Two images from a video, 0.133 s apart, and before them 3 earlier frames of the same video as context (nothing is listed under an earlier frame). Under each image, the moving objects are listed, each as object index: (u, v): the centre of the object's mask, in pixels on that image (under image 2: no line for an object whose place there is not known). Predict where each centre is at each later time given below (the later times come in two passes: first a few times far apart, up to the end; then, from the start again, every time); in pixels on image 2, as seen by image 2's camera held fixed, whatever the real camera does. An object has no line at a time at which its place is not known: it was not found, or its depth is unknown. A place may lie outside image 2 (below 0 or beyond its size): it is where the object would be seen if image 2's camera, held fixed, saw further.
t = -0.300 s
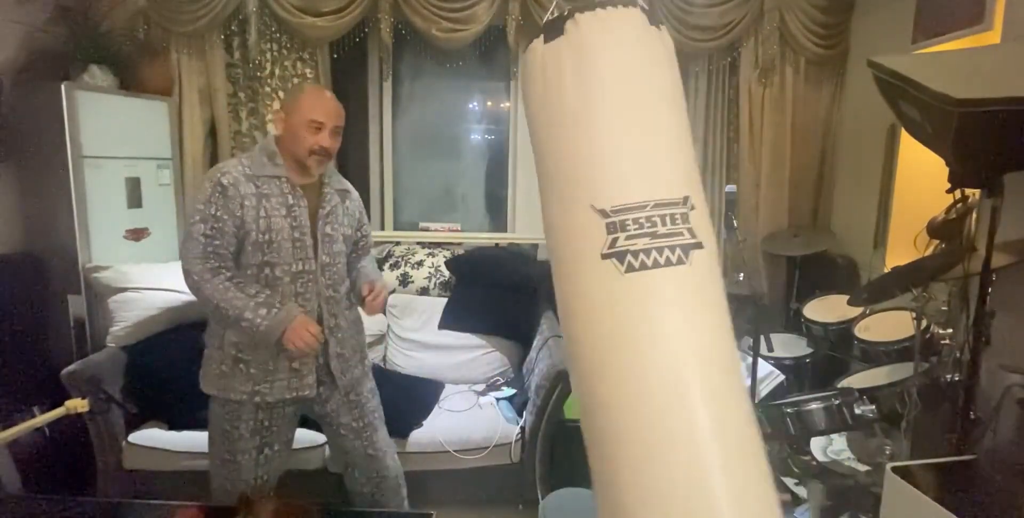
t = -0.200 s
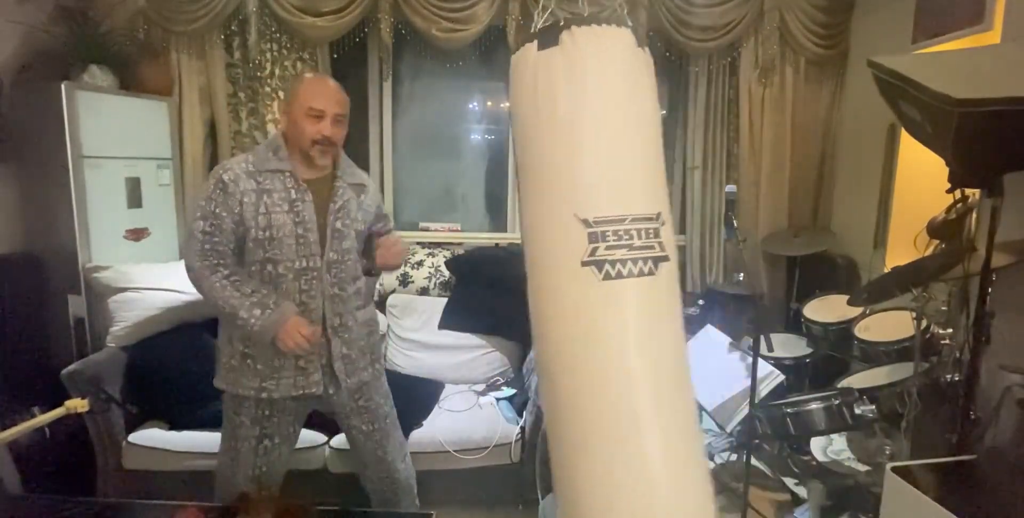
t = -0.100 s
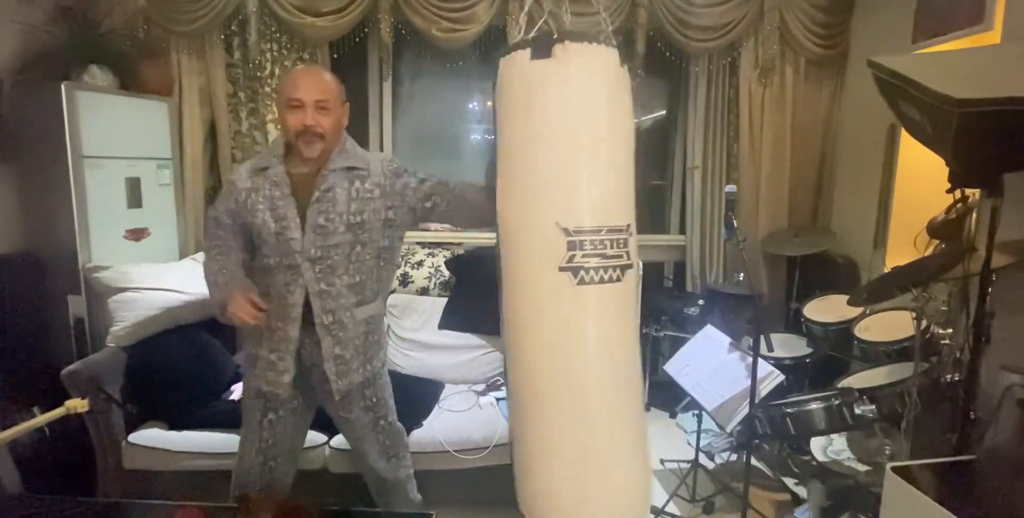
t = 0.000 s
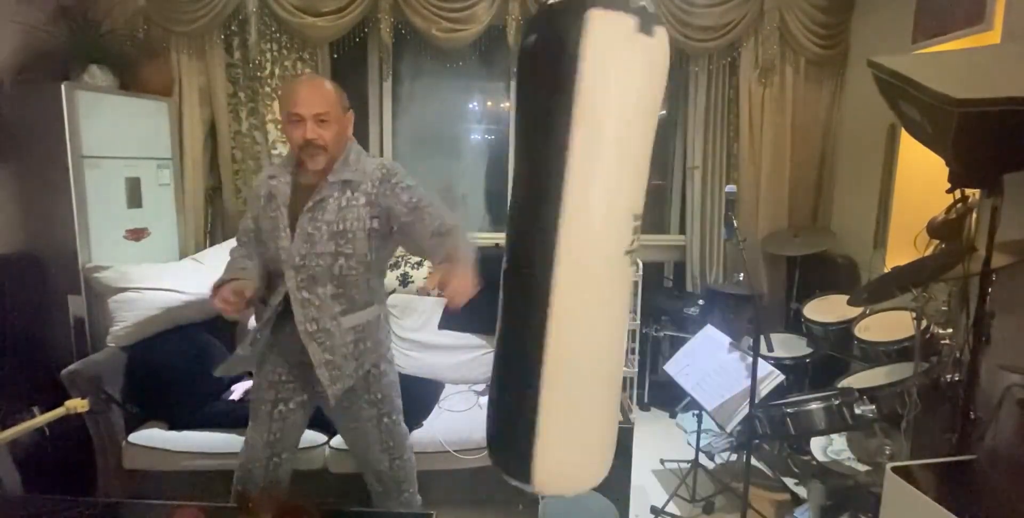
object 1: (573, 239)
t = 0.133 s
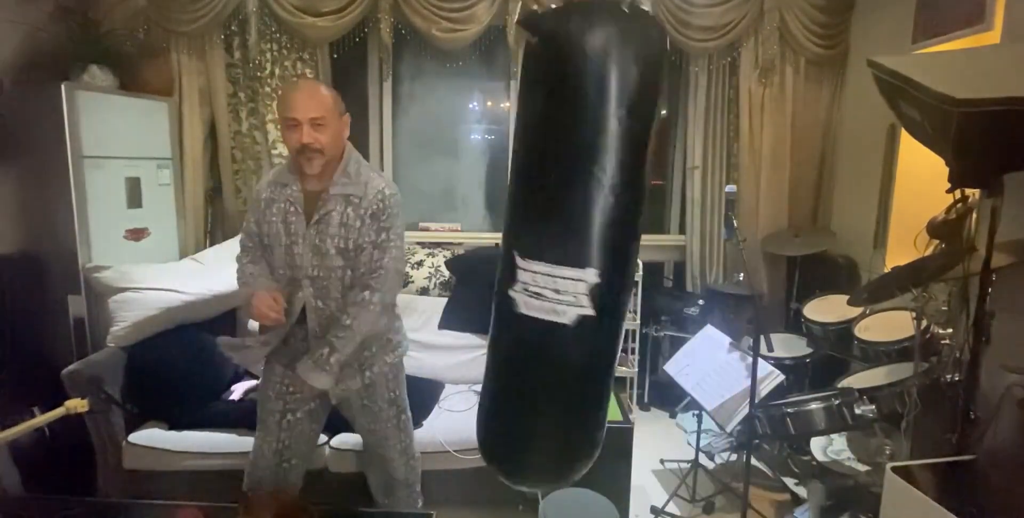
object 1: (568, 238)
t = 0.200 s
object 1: (565, 268)
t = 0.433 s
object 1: (554, 260)
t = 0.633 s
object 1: (546, 250)
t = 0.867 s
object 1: (532, 253)
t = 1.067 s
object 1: (530, 247)
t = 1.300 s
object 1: (526, 248)
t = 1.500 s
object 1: (529, 267)
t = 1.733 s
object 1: (546, 277)
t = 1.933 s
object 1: (558, 277)
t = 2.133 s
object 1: (564, 278)
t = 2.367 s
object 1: (567, 282)
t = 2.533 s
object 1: (564, 281)
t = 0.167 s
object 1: (567, 252)
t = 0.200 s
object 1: (565, 268)
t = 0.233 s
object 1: (560, 282)
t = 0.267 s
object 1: (558, 285)
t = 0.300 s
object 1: (557, 281)
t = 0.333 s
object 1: (557, 271)
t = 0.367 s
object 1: (555, 268)
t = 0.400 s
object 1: (553, 263)
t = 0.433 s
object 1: (554, 260)
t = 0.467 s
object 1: (554, 259)
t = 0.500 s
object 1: (555, 260)
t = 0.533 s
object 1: (554, 256)
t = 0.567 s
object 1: (553, 253)
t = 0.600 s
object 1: (550, 249)
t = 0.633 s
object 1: (546, 250)
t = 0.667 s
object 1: (543, 250)
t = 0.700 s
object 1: (540, 249)
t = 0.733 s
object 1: (536, 250)
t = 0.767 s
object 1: (535, 249)
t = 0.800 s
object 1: (534, 252)
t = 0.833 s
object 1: (533, 255)
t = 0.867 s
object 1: (532, 253)
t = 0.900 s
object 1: (532, 251)
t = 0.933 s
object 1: (533, 248)
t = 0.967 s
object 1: (532, 248)
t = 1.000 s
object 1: (530, 249)
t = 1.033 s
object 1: (529, 247)
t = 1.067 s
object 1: (530, 247)
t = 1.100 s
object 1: (529, 245)
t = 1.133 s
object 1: (529, 245)
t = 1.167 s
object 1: (529, 243)
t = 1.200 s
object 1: (529, 244)
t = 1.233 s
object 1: (528, 244)
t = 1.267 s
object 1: (527, 245)
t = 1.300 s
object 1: (526, 248)
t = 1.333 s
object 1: (526, 250)
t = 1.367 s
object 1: (525, 253)
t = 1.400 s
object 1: (525, 256)
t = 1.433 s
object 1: (527, 257)
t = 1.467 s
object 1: (529, 262)
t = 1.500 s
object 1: (529, 267)
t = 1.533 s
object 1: (530, 270)
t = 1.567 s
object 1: (532, 273)
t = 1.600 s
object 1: (535, 274)
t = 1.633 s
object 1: (537, 277)
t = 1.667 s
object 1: (541, 278)
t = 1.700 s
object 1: (542, 280)
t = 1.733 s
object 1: (546, 277)
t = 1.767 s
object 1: (549, 277)
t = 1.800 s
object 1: (551, 277)
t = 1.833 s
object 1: (554, 278)
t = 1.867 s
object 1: (555, 277)
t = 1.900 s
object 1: (557, 277)
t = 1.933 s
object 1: (558, 277)
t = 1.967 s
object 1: (559, 277)
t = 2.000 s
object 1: (561, 276)
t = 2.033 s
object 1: (562, 278)
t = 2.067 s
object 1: (563, 278)
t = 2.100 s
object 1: (563, 278)
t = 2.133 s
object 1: (564, 278)
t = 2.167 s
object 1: (564, 278)
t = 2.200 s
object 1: (565, 280)
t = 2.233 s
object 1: (565, 279)
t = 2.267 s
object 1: (566, 280)
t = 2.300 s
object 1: (566, 281)
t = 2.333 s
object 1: (566, 282)
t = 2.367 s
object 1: (567, 282)
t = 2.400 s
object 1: (566, 282)
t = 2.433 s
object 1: (566, 281)
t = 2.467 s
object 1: (566, 282)
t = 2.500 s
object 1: (565, 281)
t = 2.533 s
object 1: (564, 281)
